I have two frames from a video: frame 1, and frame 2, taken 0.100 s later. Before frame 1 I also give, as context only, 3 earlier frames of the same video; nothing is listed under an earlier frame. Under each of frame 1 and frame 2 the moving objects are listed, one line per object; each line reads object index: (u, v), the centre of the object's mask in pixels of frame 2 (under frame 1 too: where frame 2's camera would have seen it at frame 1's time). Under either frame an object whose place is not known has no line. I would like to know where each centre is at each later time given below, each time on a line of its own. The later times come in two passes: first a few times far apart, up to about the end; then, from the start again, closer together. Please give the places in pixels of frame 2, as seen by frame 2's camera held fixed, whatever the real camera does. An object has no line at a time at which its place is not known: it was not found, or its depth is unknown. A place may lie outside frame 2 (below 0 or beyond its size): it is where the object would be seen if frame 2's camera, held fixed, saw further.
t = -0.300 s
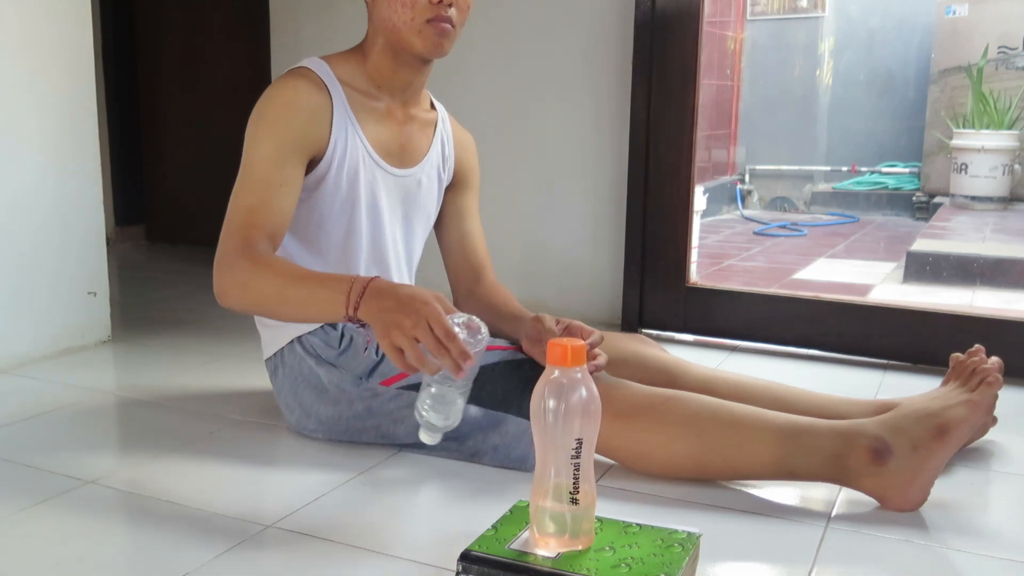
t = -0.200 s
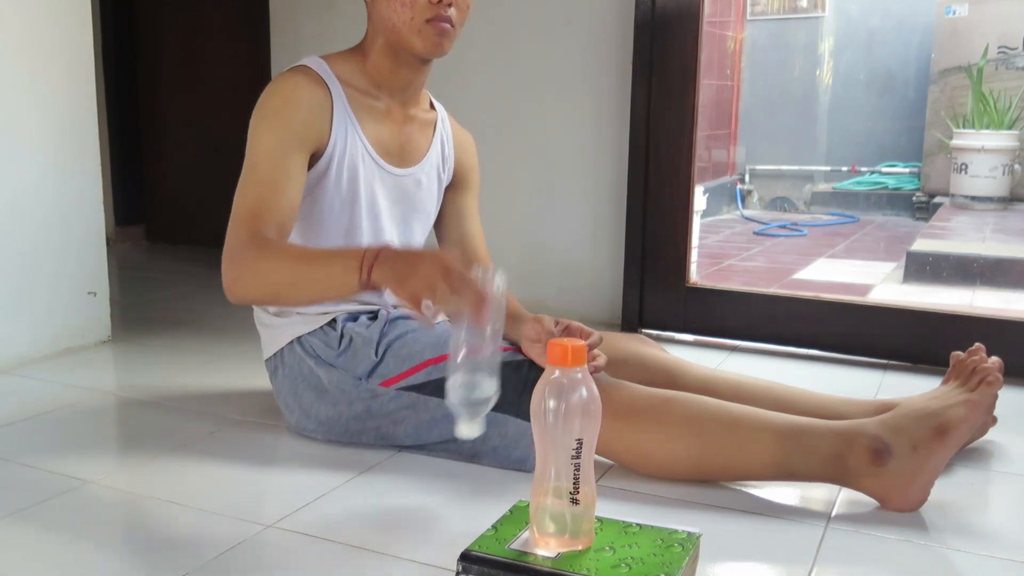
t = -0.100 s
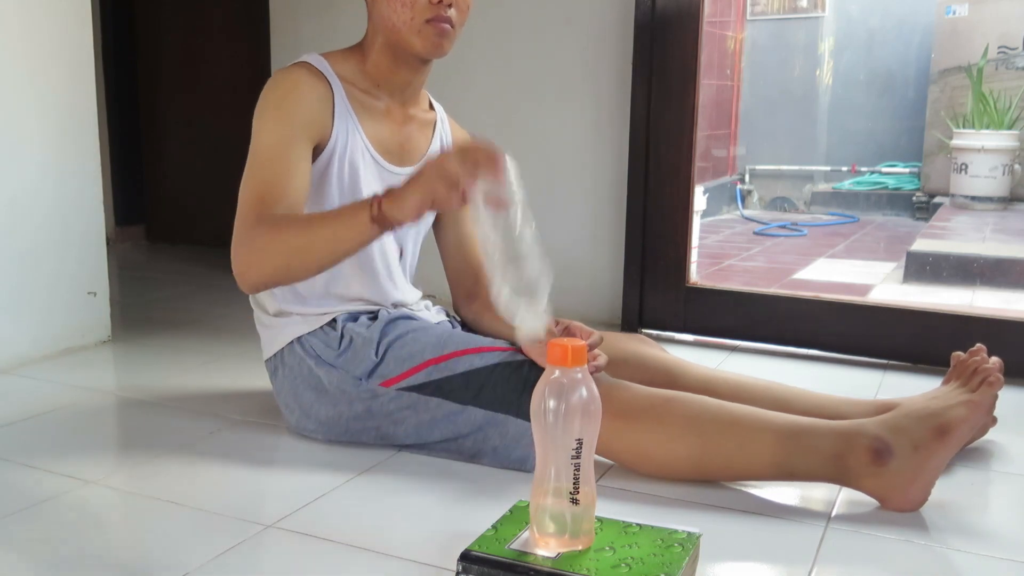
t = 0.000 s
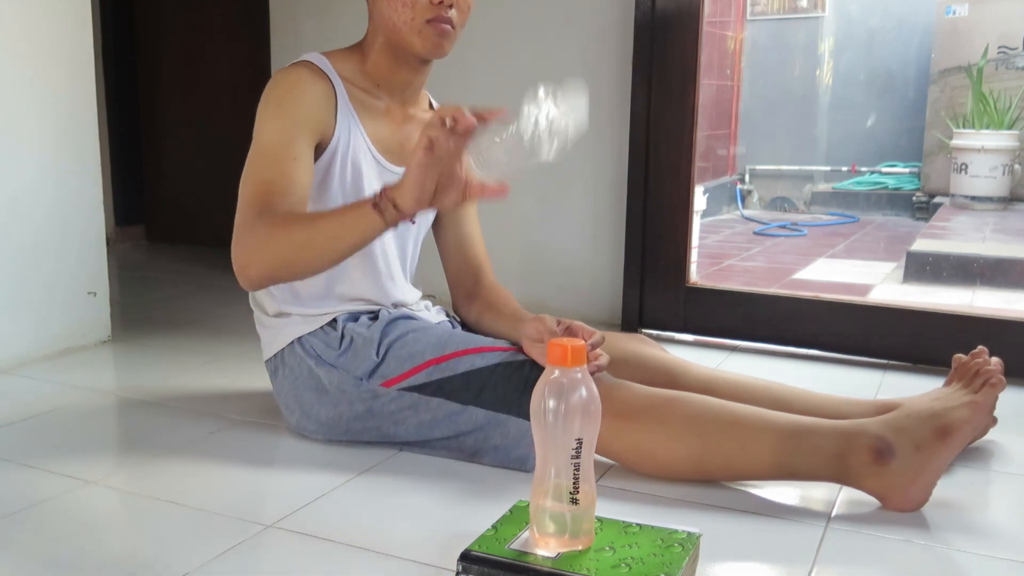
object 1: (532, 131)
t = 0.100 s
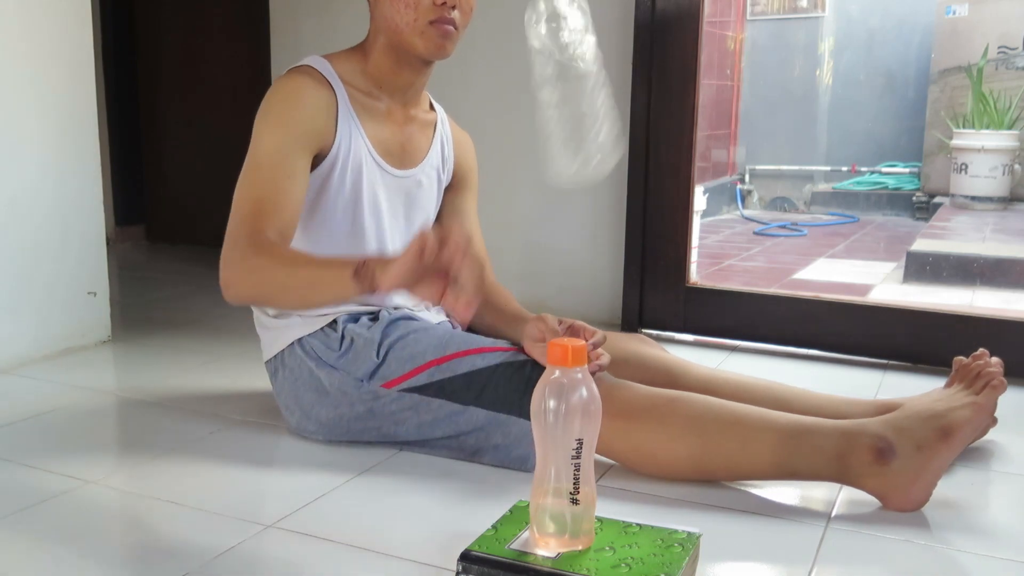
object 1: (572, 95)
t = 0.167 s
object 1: (604, 28)
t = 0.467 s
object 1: (593, 210)
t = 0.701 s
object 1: (666, 290)
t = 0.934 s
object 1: (688, 494)
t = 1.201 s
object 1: (700, 496)
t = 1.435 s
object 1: (720, 499)
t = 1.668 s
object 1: (723, 502)
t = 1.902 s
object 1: (719, 501)
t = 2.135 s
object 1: (716, 500)
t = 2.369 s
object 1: (711, 498)
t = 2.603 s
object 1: (705, 496)
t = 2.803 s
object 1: (703, 495)
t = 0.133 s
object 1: (595, 62)
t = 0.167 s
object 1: (604, 28)
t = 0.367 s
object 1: (584, 194)
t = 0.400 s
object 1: (581, 210)
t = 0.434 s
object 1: (587, 210)
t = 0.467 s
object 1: (593, 210)
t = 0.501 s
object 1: (598, 211)
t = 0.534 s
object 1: (605, 212)
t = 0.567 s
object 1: (615, 214)
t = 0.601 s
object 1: (628, 220)
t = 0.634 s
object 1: (641, 232)
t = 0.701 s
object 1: (666, 290)
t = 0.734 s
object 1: (675, 332)
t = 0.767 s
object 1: (684, 383)
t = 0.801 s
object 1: (689, 444)
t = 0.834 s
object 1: (694, 499)
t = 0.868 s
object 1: (689, 499)
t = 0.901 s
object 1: (686, 497)
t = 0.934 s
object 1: (688, 494)
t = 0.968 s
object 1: (700, 495)
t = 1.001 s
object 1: (700, 496)
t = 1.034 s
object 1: (699, 496)
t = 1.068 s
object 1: (699, 496)
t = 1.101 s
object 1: (699, 496)
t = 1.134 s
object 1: (699, 496)
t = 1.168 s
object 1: (698, 496)
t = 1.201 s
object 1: (700, 496)
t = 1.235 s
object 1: (703, 496)
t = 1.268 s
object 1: (707, 497)
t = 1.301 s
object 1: (711, 498)
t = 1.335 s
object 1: (714, 499)
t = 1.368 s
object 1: (715, 500)
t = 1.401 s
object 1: (717, 500)
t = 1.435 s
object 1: (720, 499)
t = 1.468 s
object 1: (722, 504)
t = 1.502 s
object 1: (723, 502)
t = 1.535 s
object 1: (723, 502)
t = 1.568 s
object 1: (723, 502)
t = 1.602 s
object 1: (724, 500)
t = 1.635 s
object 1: (723, 502)
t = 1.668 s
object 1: (723, 502)
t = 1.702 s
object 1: (723, 502)
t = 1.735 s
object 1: (723, 502)
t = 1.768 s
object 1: (722, 502)
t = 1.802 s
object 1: (721, 502)
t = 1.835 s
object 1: (720, 501)
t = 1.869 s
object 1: (719, 501)
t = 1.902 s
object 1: (719, 501)
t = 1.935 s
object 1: (719, 501)
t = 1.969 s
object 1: (719, 501)
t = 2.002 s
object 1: (718, 501)
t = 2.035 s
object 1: (717, 500)
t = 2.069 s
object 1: (716, 500)
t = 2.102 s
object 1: (716, 501)
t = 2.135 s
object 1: (716, 500)
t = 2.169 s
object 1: (716, 501)
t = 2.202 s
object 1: (716, 502)
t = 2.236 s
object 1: (713, 499)
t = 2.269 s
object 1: (712, 499)
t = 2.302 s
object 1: (711, 498)
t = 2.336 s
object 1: (711, 498)
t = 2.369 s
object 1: (711, 498)
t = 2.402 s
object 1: (710, 498)
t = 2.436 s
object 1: (708, 498)
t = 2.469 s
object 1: (706, 497)
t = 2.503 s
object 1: (705, 496)
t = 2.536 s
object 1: (705, 496)
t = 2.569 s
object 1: (705, 496)
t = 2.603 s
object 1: (705, 496)
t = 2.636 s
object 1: (704, 496)
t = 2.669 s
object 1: (703, 495)
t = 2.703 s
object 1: (703, 495)
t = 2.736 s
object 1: (703, 495)
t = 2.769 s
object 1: (703, 495)
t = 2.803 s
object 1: (703, 495)
